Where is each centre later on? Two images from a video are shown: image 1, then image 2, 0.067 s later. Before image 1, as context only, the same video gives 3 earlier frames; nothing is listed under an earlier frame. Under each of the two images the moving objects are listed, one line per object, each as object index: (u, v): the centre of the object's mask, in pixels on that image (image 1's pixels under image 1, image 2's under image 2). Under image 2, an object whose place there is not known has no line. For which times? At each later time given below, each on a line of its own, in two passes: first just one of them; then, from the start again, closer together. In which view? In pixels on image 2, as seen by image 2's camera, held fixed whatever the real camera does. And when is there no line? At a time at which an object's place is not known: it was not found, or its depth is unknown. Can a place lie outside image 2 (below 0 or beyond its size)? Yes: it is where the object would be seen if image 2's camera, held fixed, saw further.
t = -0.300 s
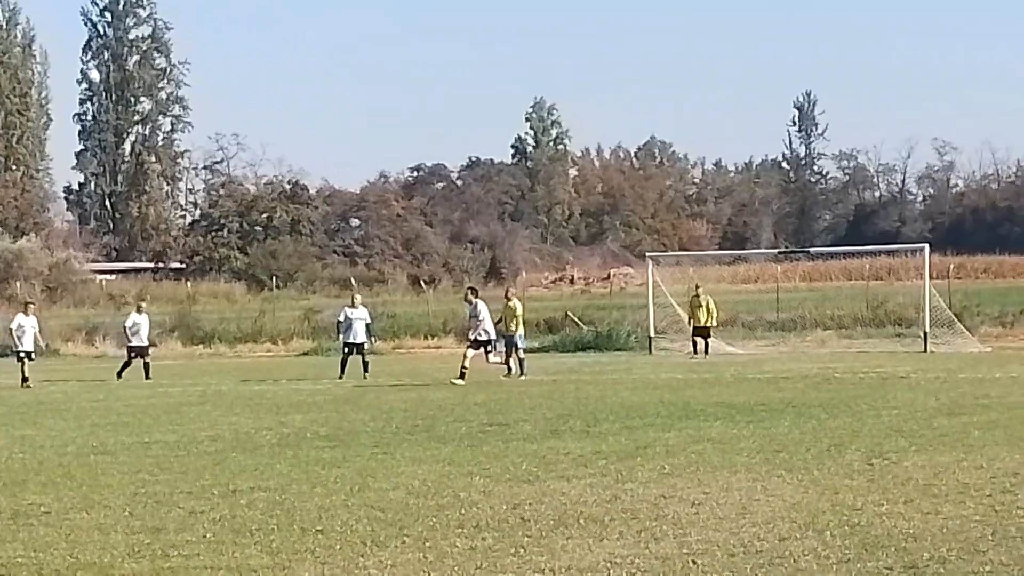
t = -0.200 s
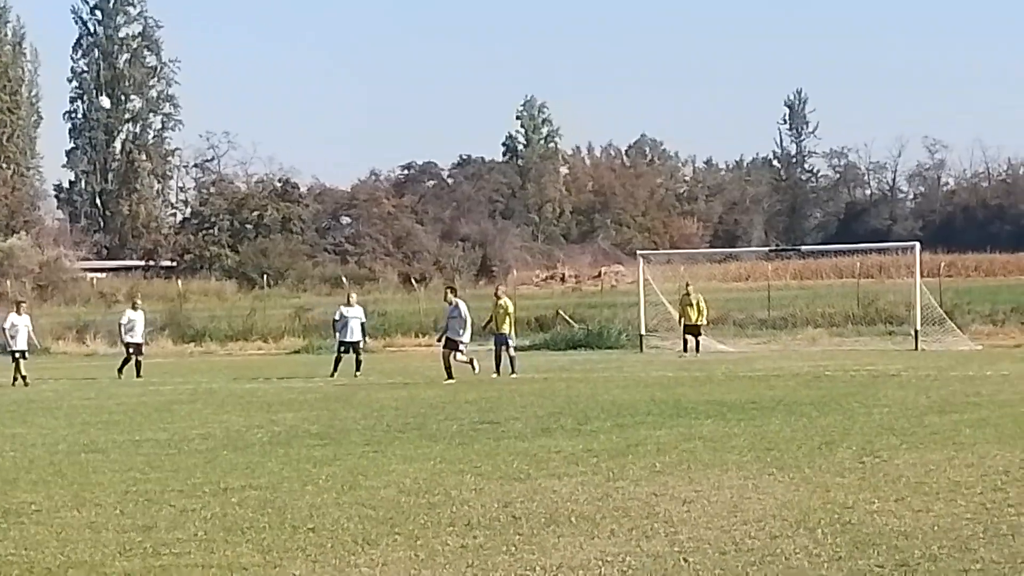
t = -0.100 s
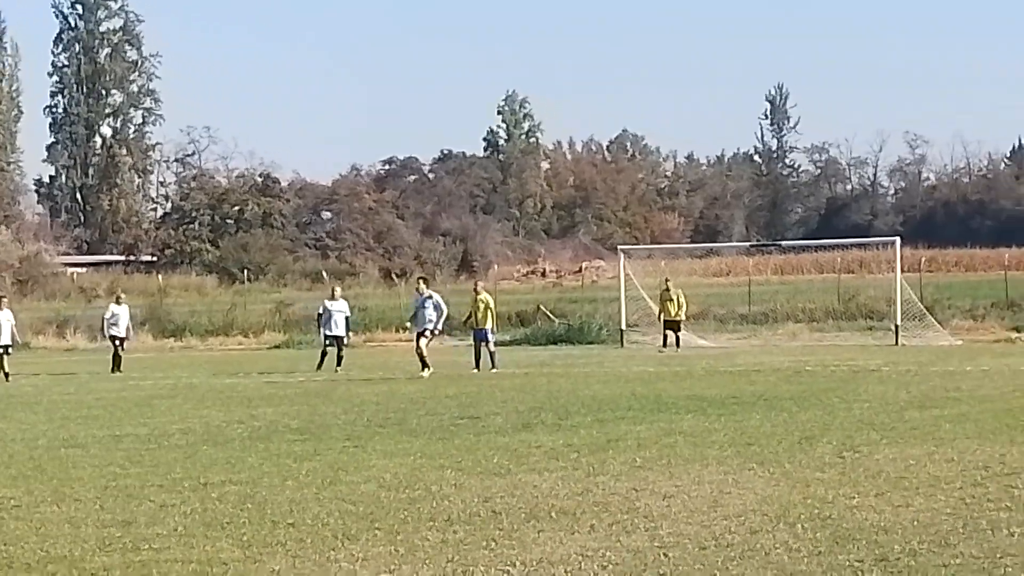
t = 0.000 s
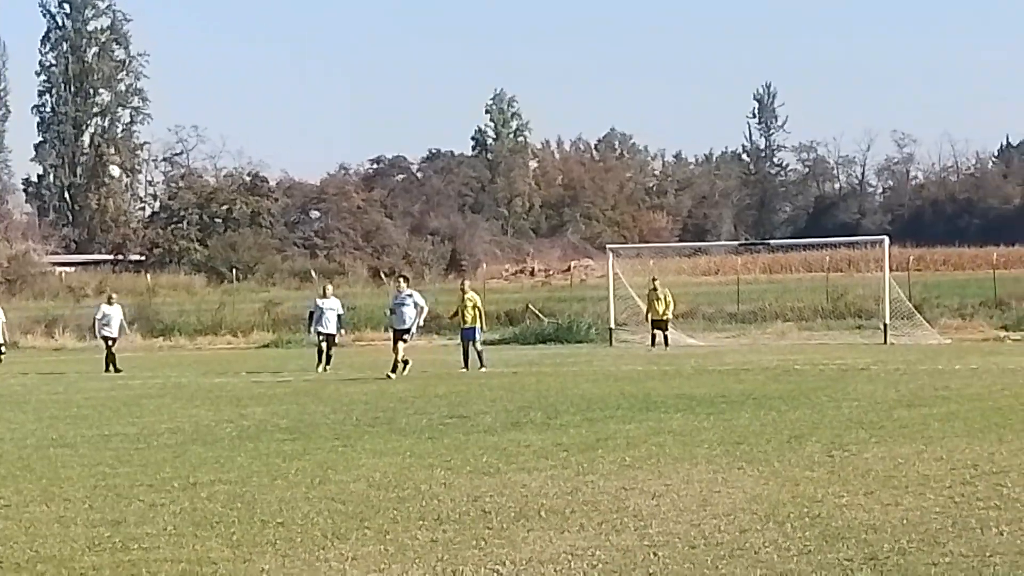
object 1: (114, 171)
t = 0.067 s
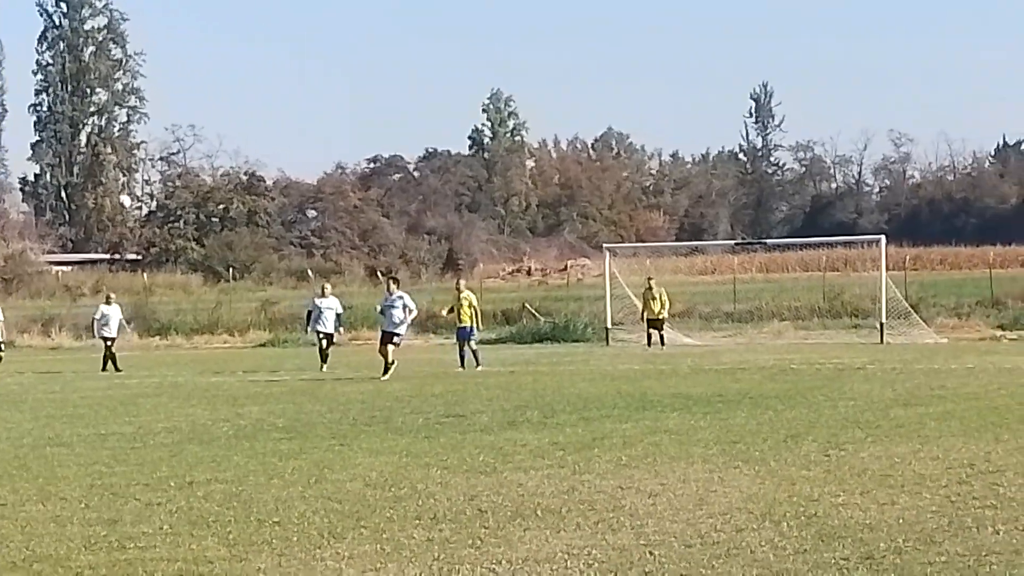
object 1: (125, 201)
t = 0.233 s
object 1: (163, 289)
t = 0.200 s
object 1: (155, 271)
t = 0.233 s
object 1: (163, 289)
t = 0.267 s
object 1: (170, 309)
